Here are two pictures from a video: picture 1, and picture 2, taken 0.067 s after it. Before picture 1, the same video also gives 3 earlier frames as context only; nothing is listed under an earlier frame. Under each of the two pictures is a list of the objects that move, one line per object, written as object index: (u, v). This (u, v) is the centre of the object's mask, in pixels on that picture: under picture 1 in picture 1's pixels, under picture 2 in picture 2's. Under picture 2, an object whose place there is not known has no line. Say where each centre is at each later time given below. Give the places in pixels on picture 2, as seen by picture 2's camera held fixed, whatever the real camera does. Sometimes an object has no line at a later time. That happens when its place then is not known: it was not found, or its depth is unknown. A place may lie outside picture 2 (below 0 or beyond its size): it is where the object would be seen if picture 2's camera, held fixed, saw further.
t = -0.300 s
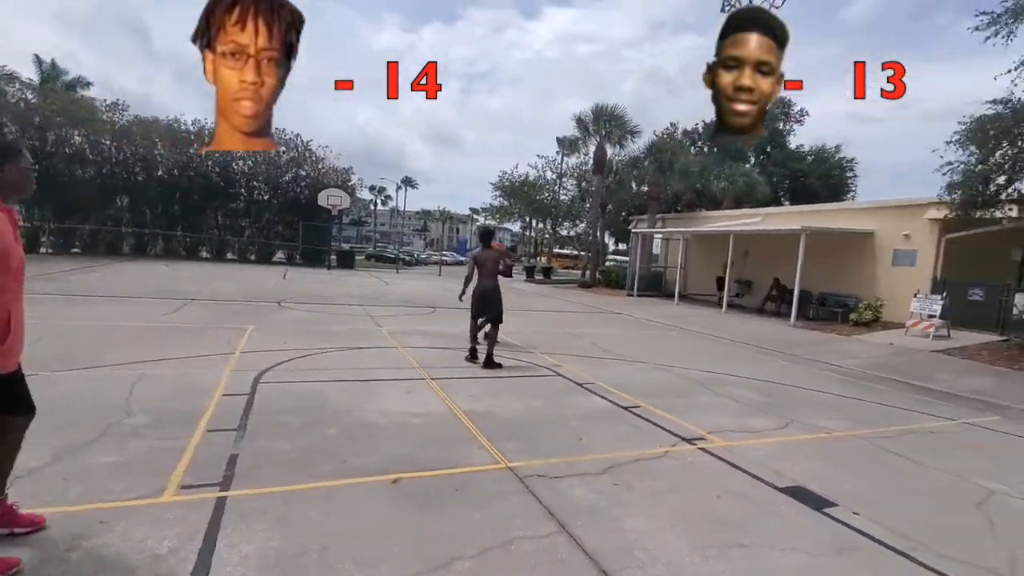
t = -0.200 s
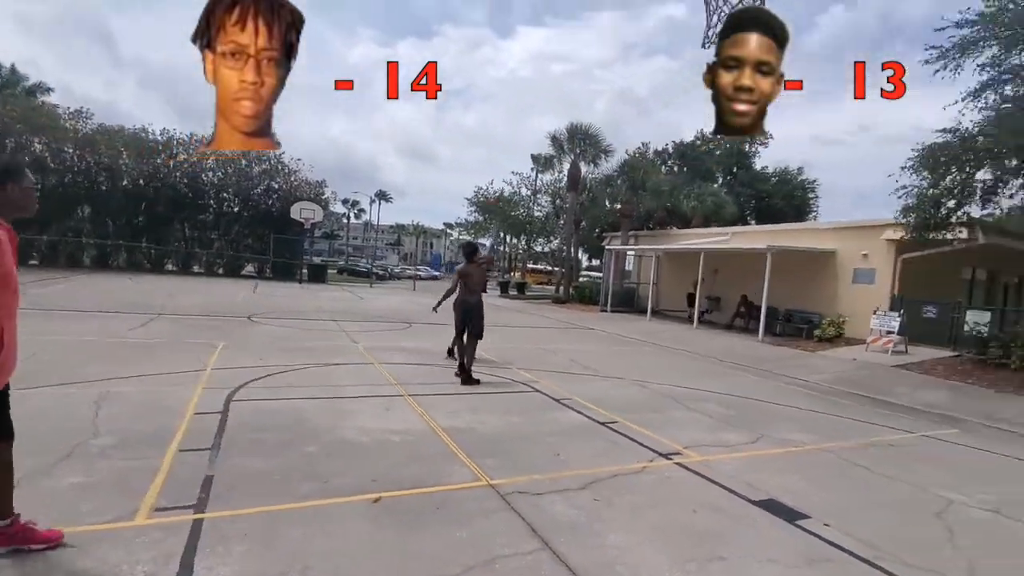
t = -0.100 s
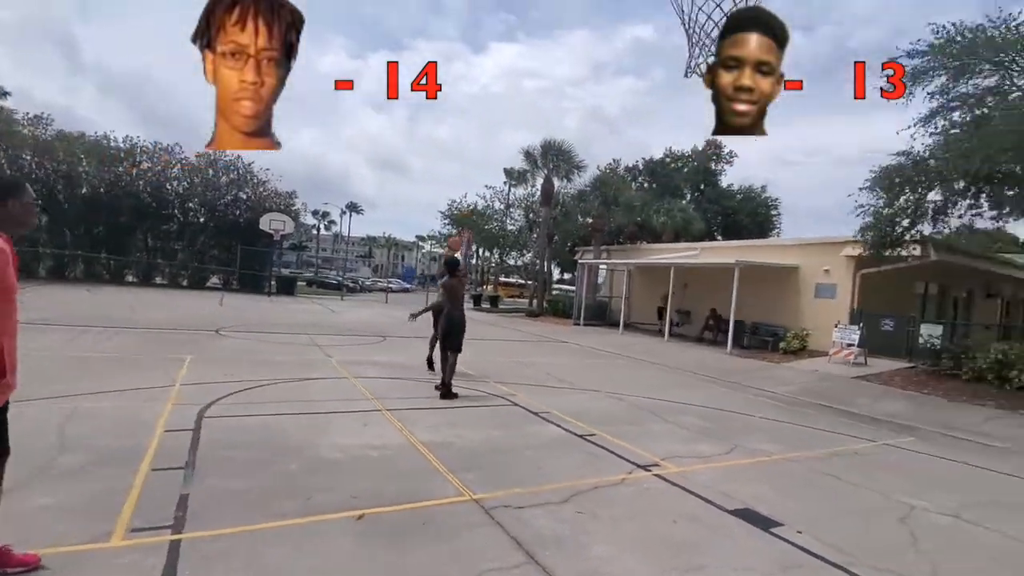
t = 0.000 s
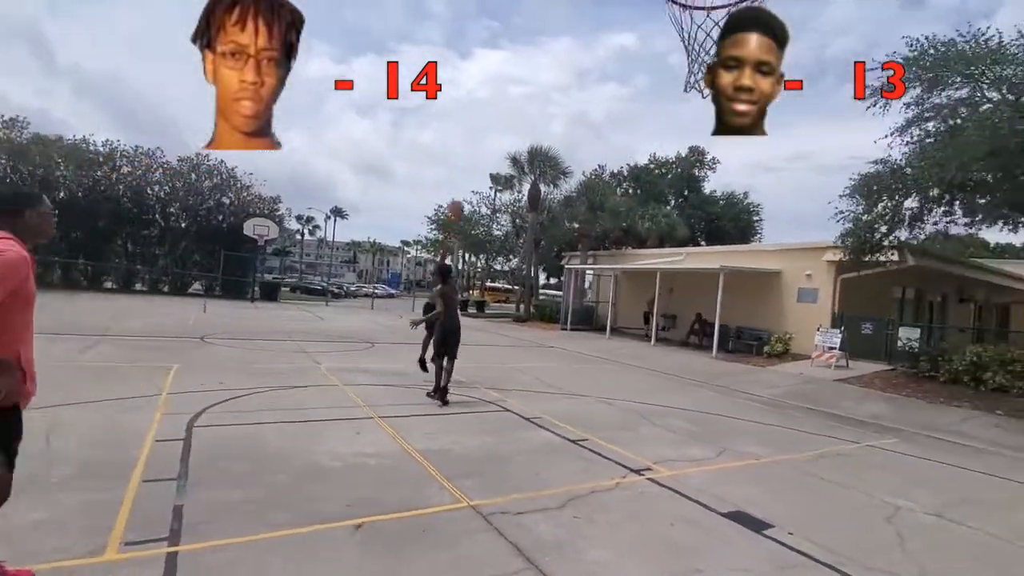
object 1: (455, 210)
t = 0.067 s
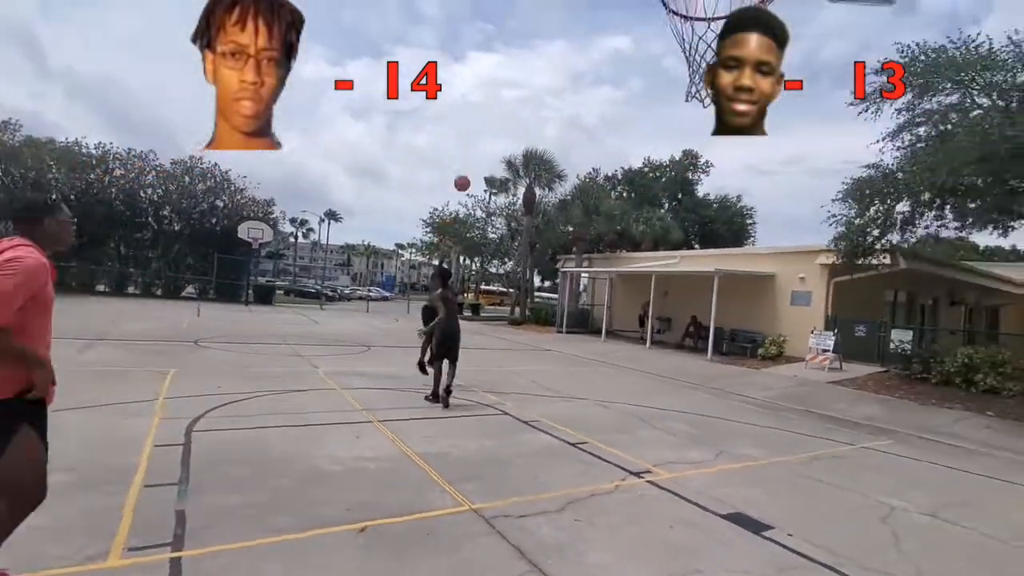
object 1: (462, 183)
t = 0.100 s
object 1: (468, 170)
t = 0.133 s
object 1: (475, 157)
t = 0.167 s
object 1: (481, 144)
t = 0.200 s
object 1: (487, 131)
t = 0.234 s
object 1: (493, 119)
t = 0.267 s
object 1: (499, 107)
